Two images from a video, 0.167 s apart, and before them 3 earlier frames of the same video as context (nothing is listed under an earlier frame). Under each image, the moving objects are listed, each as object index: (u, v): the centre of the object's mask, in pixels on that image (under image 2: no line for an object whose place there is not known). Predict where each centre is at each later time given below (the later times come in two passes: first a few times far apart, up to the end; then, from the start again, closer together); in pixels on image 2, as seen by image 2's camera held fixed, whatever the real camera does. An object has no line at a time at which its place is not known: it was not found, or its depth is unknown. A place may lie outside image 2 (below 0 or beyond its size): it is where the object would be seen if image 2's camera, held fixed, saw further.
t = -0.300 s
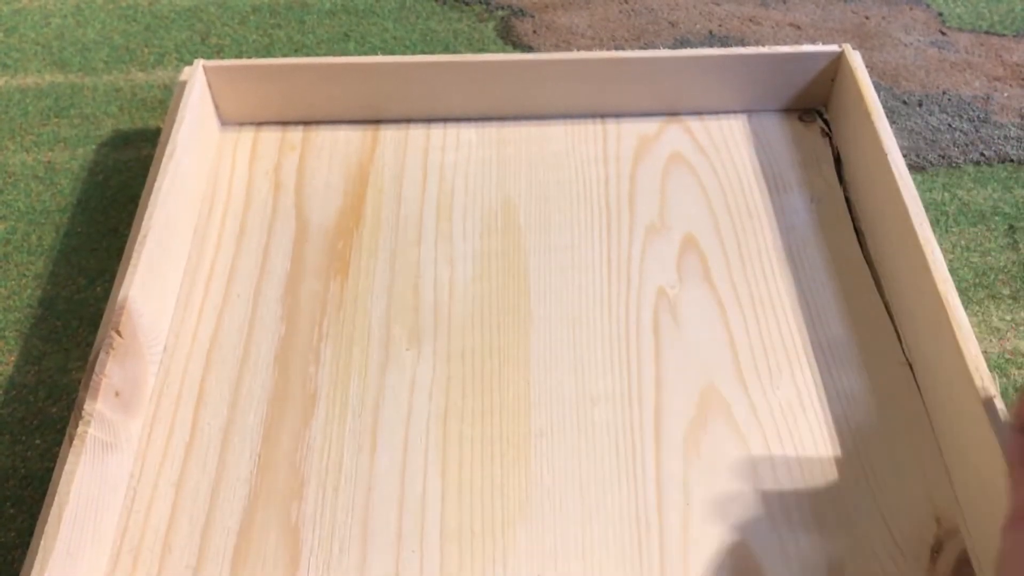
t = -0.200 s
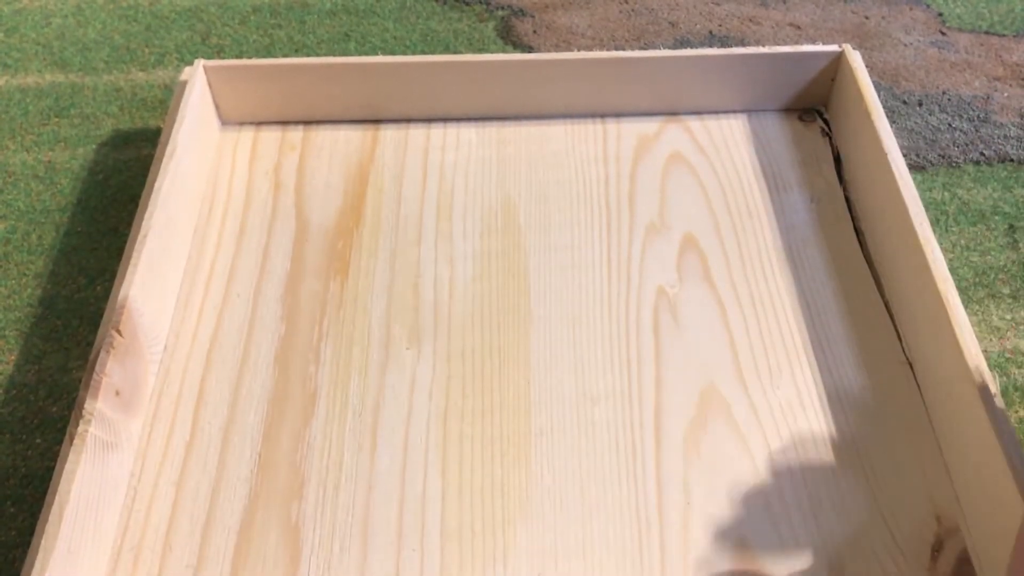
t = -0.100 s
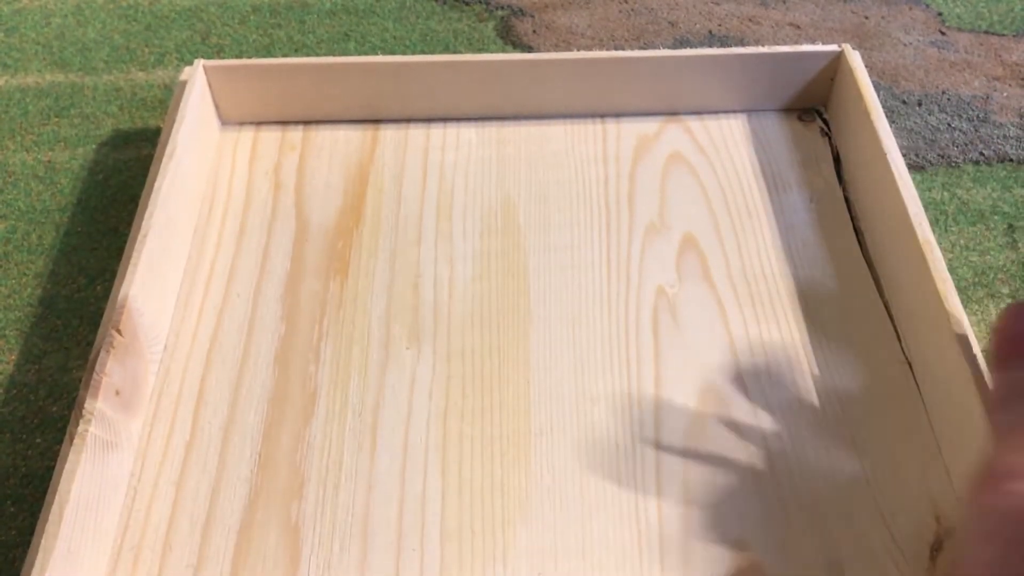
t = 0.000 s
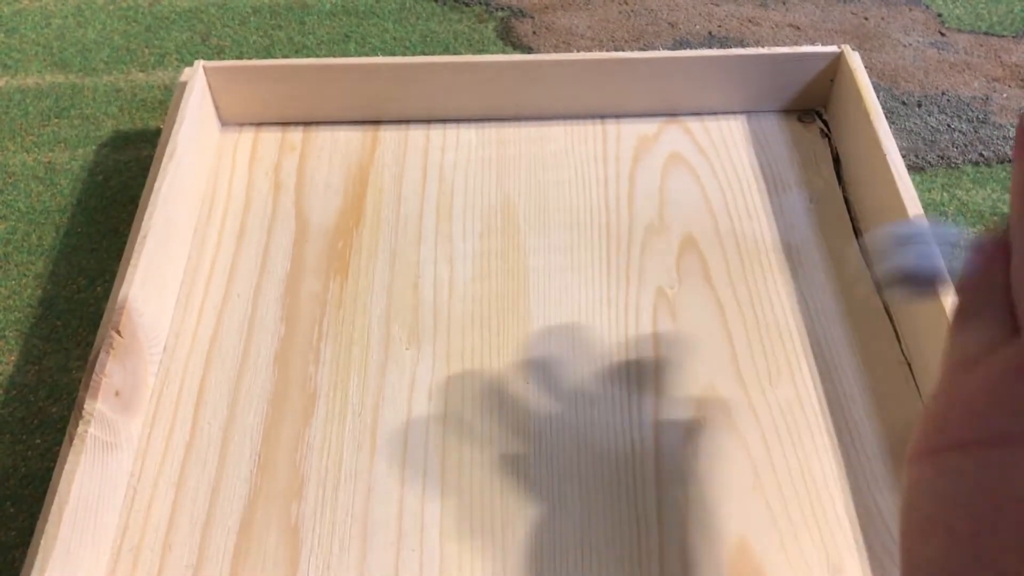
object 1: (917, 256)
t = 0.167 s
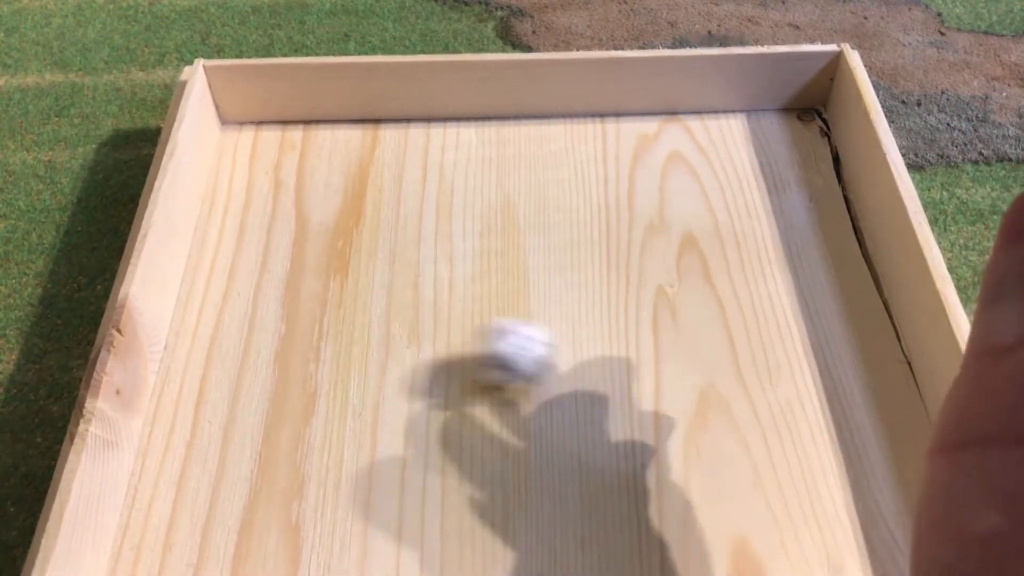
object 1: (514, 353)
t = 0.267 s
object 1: (346, 339)
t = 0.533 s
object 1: (197, 327)
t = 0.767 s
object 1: (197, 327)
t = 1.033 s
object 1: (197, 327)
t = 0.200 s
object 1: (452, 348)
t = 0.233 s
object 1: (398, 342)
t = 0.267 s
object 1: (346, 339)
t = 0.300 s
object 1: (303, 333)
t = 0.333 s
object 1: (263, 329)
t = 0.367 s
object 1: (230, 326)
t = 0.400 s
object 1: (194, 327)
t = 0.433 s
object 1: (189, 326)
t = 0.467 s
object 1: (194, 327)
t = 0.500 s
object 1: (195, 327)
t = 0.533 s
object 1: (197, 327)
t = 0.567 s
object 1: (196, 327)
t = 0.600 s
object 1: (197, 327)
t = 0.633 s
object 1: (197, 327)
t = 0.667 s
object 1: (197, 327)
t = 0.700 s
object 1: (197, 327)
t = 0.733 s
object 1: (197, 327)
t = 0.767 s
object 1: (197, 327)
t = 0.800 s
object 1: (197, 327)
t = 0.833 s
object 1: (197, 327)
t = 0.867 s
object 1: (197, 327)
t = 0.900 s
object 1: (197, 327)
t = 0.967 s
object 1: (196, 327)
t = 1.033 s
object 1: (197, 327)
